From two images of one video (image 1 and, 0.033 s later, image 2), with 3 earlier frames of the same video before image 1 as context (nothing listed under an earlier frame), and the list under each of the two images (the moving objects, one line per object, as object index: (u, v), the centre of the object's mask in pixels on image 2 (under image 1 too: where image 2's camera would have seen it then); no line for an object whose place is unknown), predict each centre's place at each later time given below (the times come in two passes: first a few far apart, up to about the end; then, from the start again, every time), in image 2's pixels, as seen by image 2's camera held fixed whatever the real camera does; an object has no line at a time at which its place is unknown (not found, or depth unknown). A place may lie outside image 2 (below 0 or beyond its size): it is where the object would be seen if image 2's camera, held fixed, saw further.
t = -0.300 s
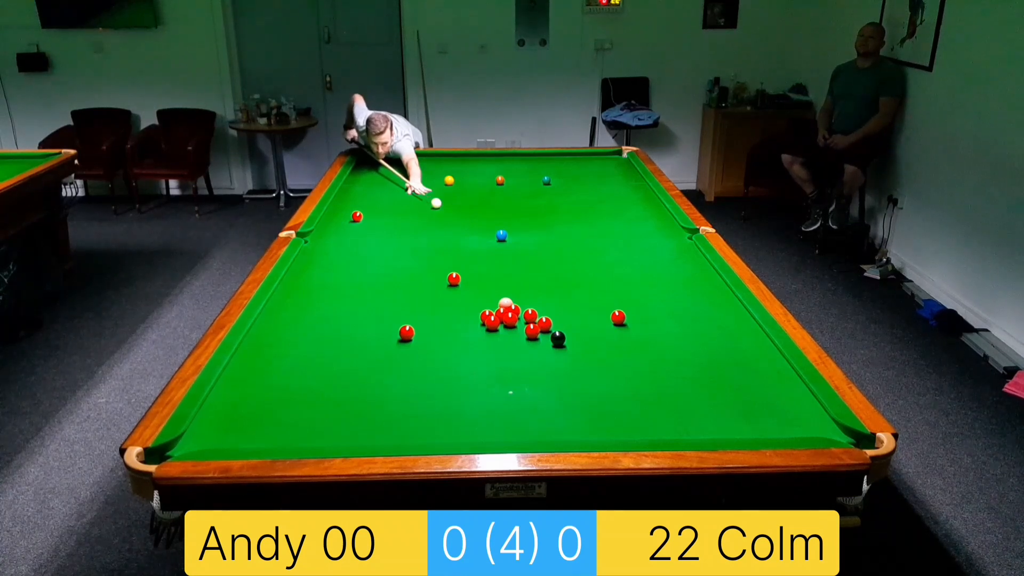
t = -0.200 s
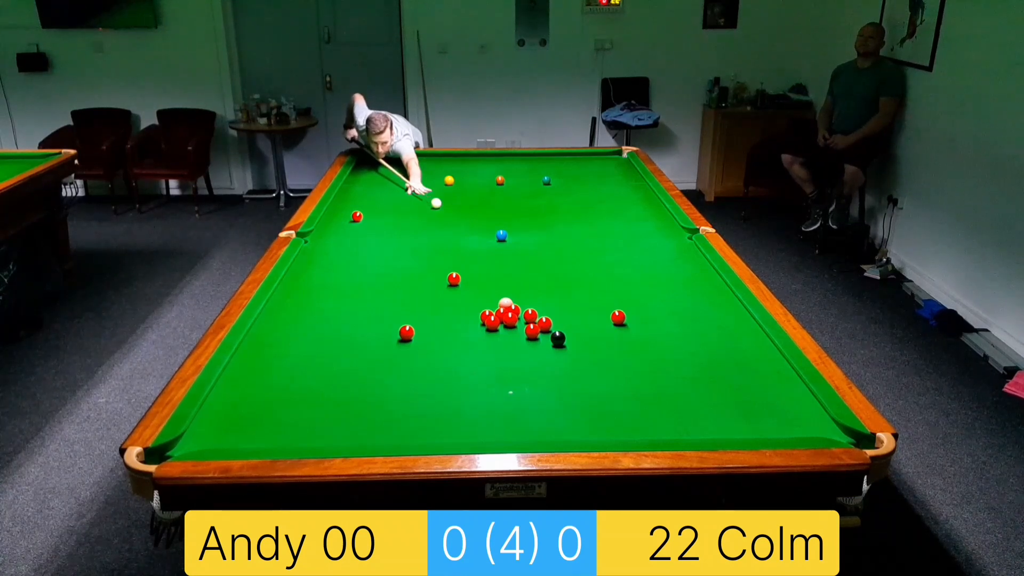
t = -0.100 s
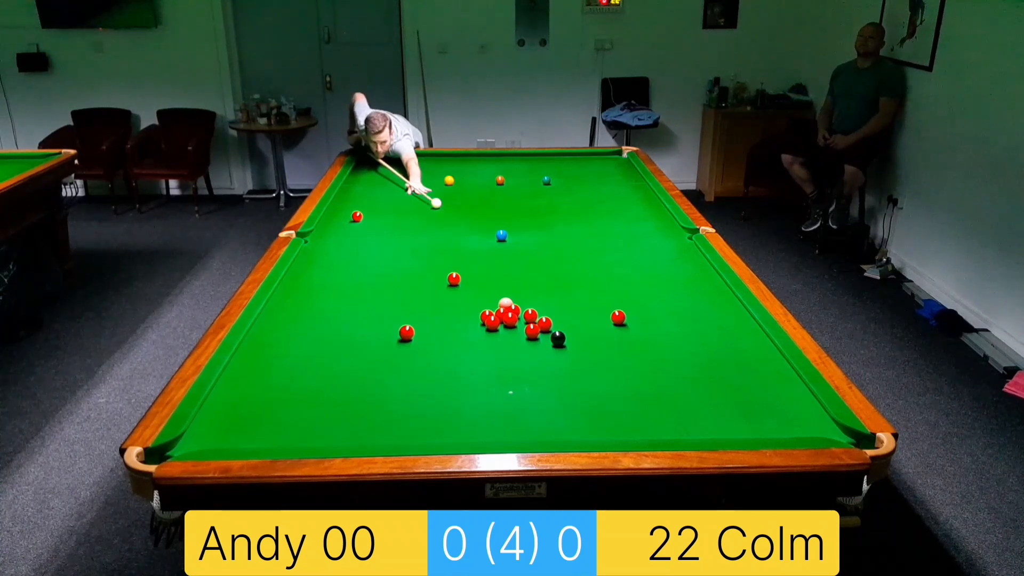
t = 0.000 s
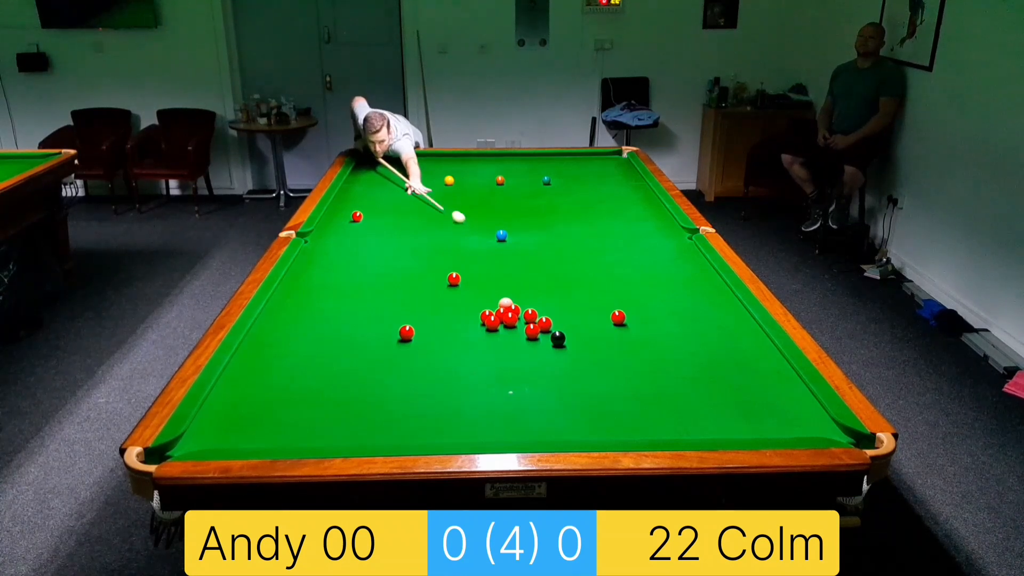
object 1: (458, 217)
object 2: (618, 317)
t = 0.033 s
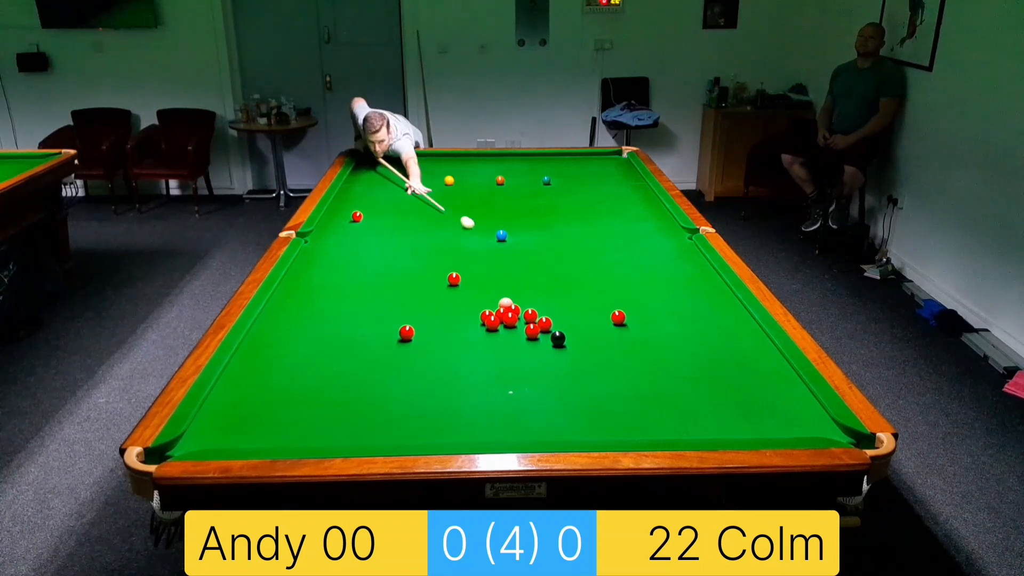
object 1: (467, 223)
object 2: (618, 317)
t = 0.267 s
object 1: (532, 264)
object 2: (618, 317)
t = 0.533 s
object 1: (607, 314)
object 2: (632, 323)
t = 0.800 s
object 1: (609, 329)
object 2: (749, 381)
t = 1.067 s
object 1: (623, 352)
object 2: (820, 431)
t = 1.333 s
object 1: (638, 376)
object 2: (795, 398)
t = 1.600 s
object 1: (655, 403)
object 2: (774, 368)
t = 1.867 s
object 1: (673, 430)
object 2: (757, 343)
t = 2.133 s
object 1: (670, 419)
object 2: (741, 322)
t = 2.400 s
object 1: (665, 402)
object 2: (728, 304)
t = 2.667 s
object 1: (660, 387)
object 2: (716, 288)
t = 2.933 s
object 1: (655, 374)
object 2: (706, 274)
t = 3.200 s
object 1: (651, 363)
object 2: (696, 262)
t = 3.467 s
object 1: (648, 353)
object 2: (688, 251)
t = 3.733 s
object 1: (645, 345)
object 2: (680, 242)
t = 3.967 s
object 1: (643, 338)
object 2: (674, 234)
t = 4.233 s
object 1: (640, 332)
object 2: (668, 227)
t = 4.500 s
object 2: (662, 220)
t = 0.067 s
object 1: (476, 229)
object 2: (618, 317)
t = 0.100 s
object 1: (485, 234)
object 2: (618, 317)
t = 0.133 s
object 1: (494, 240)
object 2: (618, 317)
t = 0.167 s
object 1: (504, 246)
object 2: (618, 317)
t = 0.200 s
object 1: (513, 252)
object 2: (618, 317)
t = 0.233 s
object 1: (523, 258)
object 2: (618, 317)
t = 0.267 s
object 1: (532, 264)
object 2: (618, 317)
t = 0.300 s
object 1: (542, 270)
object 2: (618, 317)
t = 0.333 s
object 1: (552, 277)
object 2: (618, 317)
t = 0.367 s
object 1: (562, 283)
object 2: (618, 317)
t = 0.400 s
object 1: (573, 290)
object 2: (618, 317)
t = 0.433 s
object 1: (584, 297)
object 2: (618, 318)
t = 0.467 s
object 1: (595, 304)
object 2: (619, 318)
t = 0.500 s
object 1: (606, 311)
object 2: (619, 318)
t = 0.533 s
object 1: (607, 314)
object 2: (632, 323)
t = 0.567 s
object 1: (605, 315)
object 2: (647, 330)
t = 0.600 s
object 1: (604, 316)
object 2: (662, 338)
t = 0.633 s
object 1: (604, 317)
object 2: (675, 345)
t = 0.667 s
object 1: (604, 319)
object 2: (690, 352)
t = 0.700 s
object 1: (605, 321)
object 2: (705, 360)
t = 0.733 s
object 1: (606, 324)
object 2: (719, 367)
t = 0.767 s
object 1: (607, 326)
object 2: (735, 374)
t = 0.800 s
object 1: (609, 329)
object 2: (749, 381)
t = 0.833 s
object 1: (610, 331)
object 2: (763, 388)
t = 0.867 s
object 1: (612, 334)
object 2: (777, 395)
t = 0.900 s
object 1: (614, 337)
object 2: (791, 402)
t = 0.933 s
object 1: (616, 340)
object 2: (806, 409)
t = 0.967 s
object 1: (617, 343)
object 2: (821, 416)
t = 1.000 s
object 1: (619, 346)
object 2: (823, 424)
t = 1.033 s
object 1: (621, 348)
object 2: (822, 429)
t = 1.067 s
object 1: (623, 352)
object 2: (820, 431)
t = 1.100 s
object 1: (625, 354)
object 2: (816, 428)
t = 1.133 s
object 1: (627, 357)
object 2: (813, 424)
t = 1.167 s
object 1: (629, 360)
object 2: (809, 419)
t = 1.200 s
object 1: (631, 363)
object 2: (806, 415)
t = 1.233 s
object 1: (632, 366)
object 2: (803, 410)
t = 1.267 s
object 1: (634, 370)
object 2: (800, 406)
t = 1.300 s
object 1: (636, 373)
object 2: (798, 402)
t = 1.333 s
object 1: (638, 376)
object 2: (795, 398)
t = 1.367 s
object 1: (641, 379)
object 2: (792, 394)
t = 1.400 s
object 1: (643, 382)
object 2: (789, 390)
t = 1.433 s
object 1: (645, 386)
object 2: (787, 386)
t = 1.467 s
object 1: (647, 389)
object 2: (784, 382)
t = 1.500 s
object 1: (649, 392)
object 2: (782, 379)
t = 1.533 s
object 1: (651, 396)
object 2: (779, 375)
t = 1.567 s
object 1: (653, 399)
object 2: (777, 371)
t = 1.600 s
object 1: (655, 403)
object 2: (774, 368)
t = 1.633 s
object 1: (657, 406)
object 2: (772, 365)
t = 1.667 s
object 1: (660, 410)
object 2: (770, 362)
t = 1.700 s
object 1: (662, 414)
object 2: (767, 358)
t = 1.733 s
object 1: (664, 417)
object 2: (765, 355)
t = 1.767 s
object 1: (666, 421)
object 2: (763, 352)
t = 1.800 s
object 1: (669, 424)
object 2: (761, 350)
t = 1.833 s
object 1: (671, 428)
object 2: (759, 346)
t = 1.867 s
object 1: (673, 430)
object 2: (757, 343)
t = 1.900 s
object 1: (675, 433)
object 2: (755, 341)
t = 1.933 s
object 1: (675, 431)
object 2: (753, 338)
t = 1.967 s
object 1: (674, 430)
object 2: (751, 335)
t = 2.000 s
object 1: (673, 428)
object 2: (749, 332)
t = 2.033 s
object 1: (673, 426)
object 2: (747, 329)
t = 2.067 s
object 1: (672, 424)
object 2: (745, 327)
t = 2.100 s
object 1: (671, 422)
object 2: (743, 325)
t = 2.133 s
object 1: (670, 419)
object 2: (741, 322)
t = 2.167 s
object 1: (670, 417)
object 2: (739, 320)
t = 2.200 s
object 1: (669, 415)
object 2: (738, 317)
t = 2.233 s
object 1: (668, 412)
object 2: (736, 315)
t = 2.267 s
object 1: (667, 410)
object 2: (734, 312)
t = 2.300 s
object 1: (667, 408)
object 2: (733, 310)
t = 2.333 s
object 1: (666, 406)
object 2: (731, 308)
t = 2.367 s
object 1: (665, 404)
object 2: (729, 306)
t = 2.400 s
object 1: (665, 402)
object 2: (728, 304)
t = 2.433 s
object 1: (664, 400)
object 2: (726, 301)
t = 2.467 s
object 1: (663, 398)
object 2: (725, 299)
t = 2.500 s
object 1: (663, 396)
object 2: (723, 297)
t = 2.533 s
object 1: (662, 394)
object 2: (722, 296)
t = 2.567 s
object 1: (661, 392)
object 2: (721, 294)
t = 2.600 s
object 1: (661, 391)
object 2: (719, 291)
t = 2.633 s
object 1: (660, 389)
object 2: (718, 290)
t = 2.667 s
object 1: (660, 387)
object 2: (716, 288)
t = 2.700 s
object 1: (659, 385)
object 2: (715, 286)
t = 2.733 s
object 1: (658, 384)
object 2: (714, 284)
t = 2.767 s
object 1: (658, 382)
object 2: (712, 283)
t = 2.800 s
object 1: (657, 380)
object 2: (711, 281)
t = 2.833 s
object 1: (657, 379)
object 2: (710, 279)
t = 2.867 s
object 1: (656, 377)
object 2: (708, 277)
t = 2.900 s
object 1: (656, 376)
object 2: (707, 276)
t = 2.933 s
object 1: (655, 374)
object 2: (706, 274)
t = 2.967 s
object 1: (655, 373)
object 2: (705, 272)
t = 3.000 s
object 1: (654, 371)
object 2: (703, 271)
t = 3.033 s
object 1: (654, 370)
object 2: (702, 269)
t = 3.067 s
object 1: (653, 368)
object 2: (701, 268)
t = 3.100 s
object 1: (653, 367)
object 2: (700, 266)
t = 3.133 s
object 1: (652, 366)
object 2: (699, 265)
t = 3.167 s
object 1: (652, 364)
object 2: (697, 263)
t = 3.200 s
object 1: (651, 363)
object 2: (696, 262)
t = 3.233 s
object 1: (651, 362)
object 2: (695, 261)
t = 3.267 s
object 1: (650, 360)
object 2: (694, 259)
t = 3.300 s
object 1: (650, 359)
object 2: (693, 258)
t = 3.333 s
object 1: (650, 358)
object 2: (692, 256)
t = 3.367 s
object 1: (649, 357)
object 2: (691, 255)
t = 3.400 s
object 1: (649, 356)
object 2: (690, 254)
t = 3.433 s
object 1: (648, 354)
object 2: (689, 253)
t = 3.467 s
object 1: (648, 353)
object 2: (688, 251)
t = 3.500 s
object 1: (648, 352)
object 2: (687, 250)
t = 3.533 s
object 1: (647, 351)
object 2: (686, 249)
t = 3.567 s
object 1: (647, 350)
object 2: (685, 248)
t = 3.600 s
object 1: (647, 349)
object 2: (684, 246)
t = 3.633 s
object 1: (646, 348)
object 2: (683, 245)
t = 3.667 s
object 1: (646, 347)
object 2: (682, 244)
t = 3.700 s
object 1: (646, 346)
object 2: (681, 243)
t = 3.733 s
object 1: (645, 345)
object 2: (680, 242)
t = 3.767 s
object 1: (645, 344)
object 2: (679, 241)
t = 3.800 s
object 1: (644, 343)
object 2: (679, 240)
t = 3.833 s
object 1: (644, 342)
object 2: (678, 239)
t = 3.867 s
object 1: (644, 341)
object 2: (677, 237)
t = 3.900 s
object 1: (643, 340)
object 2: (676, 236)
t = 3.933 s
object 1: (643, 339)
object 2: (675, 235)
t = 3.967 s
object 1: (643, 338)
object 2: (674, 234)
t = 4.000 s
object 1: (642, 338)
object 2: (673, 233)
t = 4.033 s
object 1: (642, 337)
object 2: (673, 232)
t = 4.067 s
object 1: (642, 336)
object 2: (672, 231)
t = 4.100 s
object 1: (641, 335)
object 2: (671, 231)
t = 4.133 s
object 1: (641, 334)
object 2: (670, 230)
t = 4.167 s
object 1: (641, 334)
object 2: (669, 229)
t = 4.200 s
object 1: (640, 333)
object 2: (668, 228)
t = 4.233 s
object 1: (640, 332)
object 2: (668, 227)
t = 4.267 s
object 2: (667, 226)
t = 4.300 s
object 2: (666, 225)
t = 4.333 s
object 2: (666, 224)
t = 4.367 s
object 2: (665, 223)
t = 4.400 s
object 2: (664, 222)
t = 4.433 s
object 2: (664, 222)
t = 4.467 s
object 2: (663, 221)
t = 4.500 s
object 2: (662, 220)
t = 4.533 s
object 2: (662, 219)
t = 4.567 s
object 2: (661, 218)
